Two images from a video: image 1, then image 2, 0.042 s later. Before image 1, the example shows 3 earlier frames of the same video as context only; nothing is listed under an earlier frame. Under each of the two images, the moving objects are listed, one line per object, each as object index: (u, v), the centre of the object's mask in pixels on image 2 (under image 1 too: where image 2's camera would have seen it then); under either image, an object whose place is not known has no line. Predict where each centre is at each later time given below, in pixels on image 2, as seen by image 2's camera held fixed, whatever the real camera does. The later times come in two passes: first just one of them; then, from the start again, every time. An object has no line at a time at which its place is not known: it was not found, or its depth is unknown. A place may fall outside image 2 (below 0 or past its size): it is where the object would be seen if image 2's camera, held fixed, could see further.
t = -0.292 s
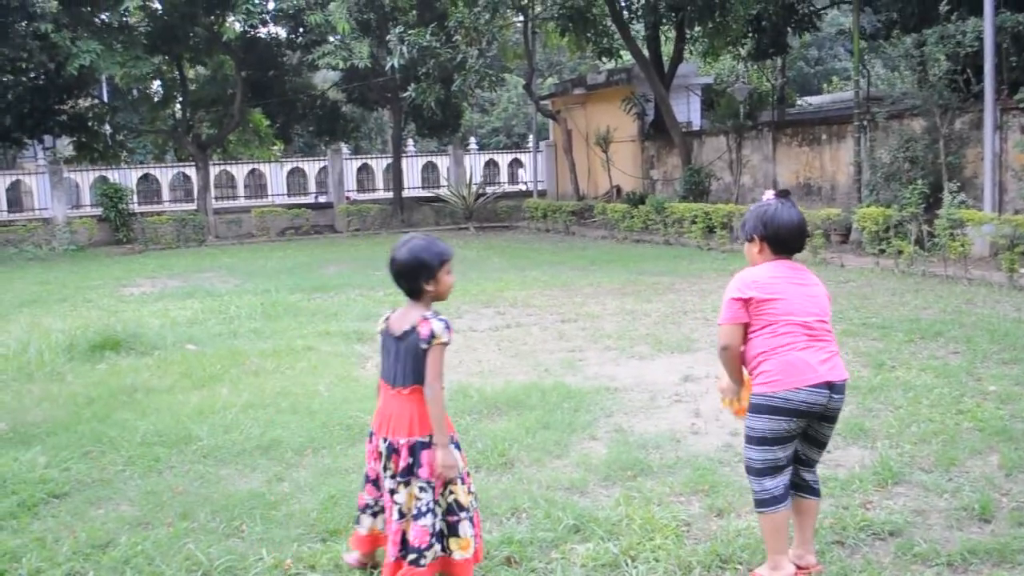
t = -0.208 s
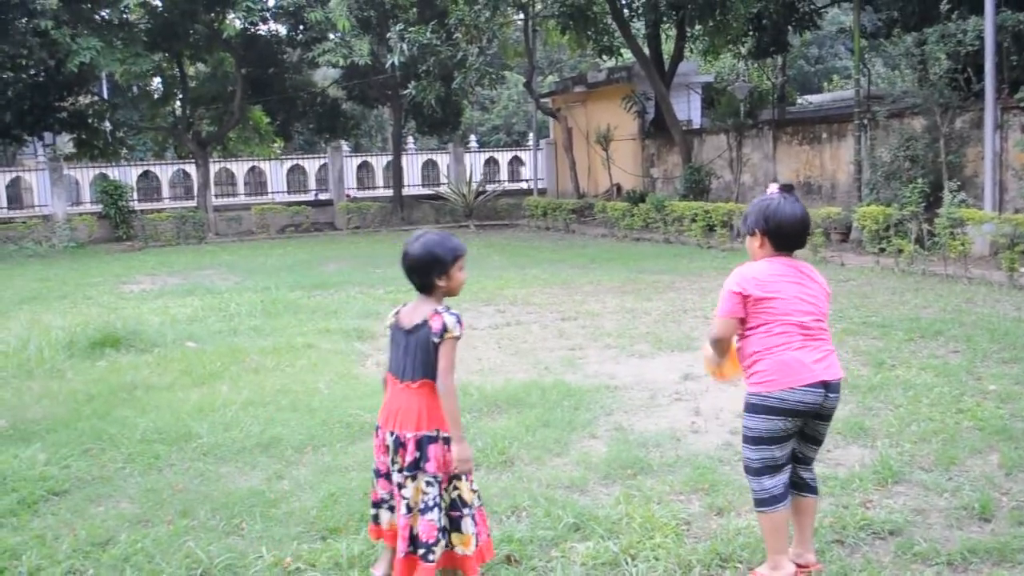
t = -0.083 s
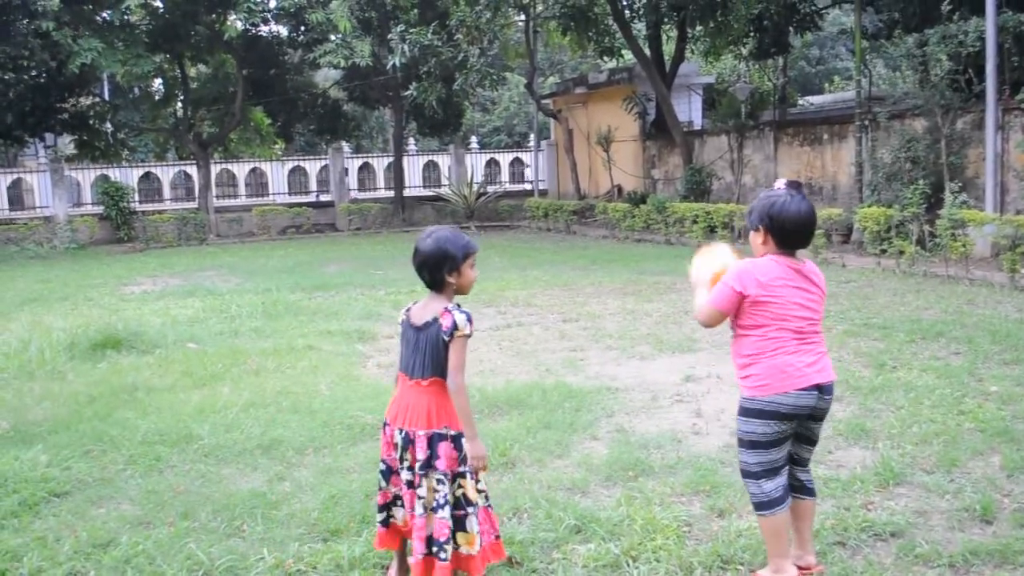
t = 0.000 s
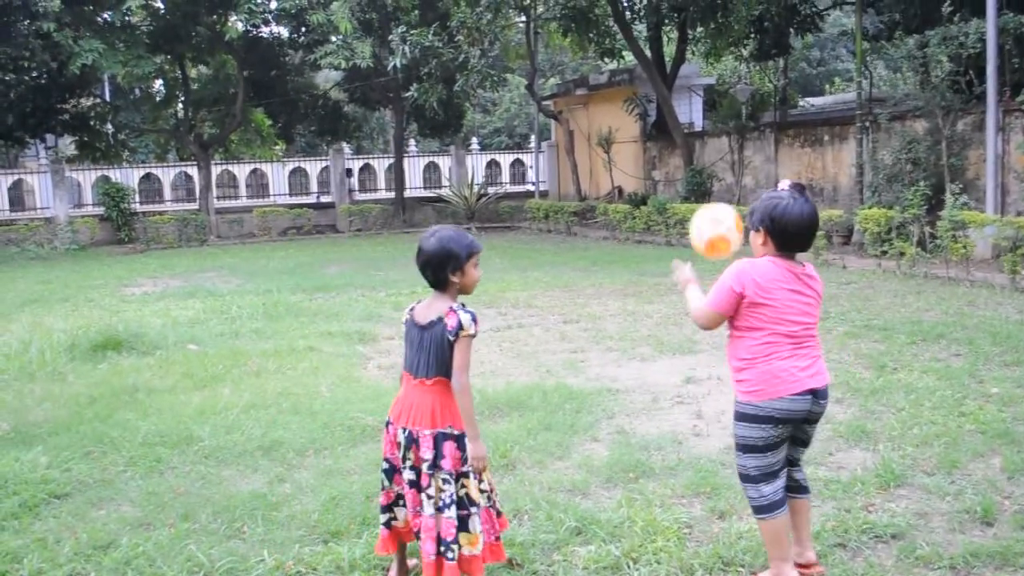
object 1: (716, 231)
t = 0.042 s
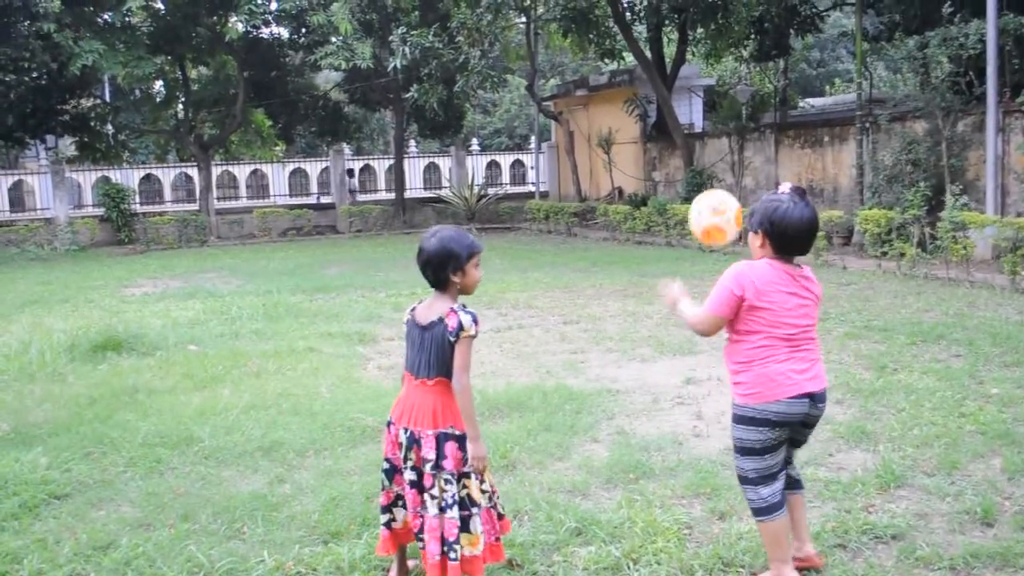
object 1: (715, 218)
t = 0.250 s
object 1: (711, 213)
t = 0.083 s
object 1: (715, 208)
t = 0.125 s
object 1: (714, 203)
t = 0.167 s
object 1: (712, 202)
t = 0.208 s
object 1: (712, 205)
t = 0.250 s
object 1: (711, 213)
